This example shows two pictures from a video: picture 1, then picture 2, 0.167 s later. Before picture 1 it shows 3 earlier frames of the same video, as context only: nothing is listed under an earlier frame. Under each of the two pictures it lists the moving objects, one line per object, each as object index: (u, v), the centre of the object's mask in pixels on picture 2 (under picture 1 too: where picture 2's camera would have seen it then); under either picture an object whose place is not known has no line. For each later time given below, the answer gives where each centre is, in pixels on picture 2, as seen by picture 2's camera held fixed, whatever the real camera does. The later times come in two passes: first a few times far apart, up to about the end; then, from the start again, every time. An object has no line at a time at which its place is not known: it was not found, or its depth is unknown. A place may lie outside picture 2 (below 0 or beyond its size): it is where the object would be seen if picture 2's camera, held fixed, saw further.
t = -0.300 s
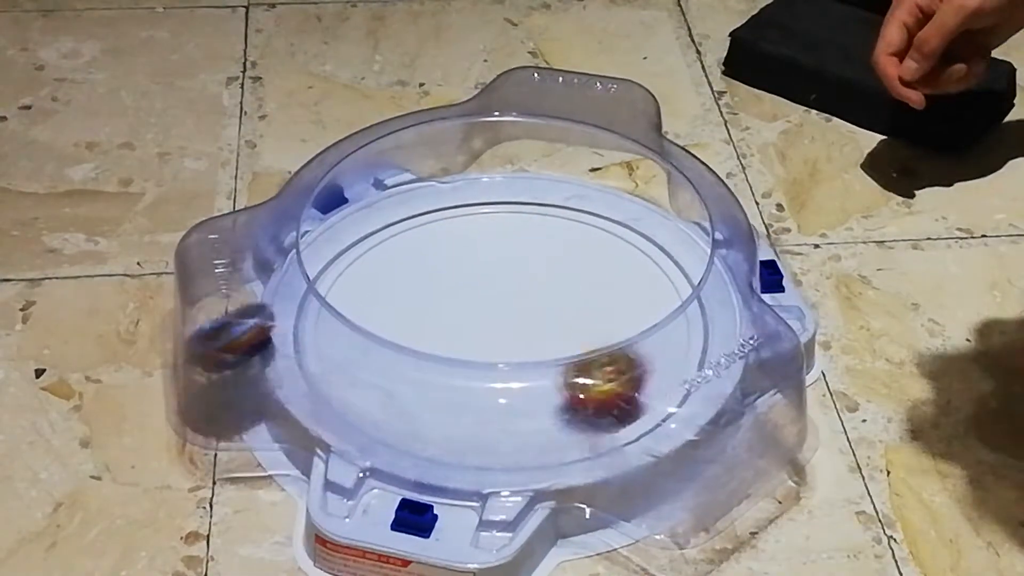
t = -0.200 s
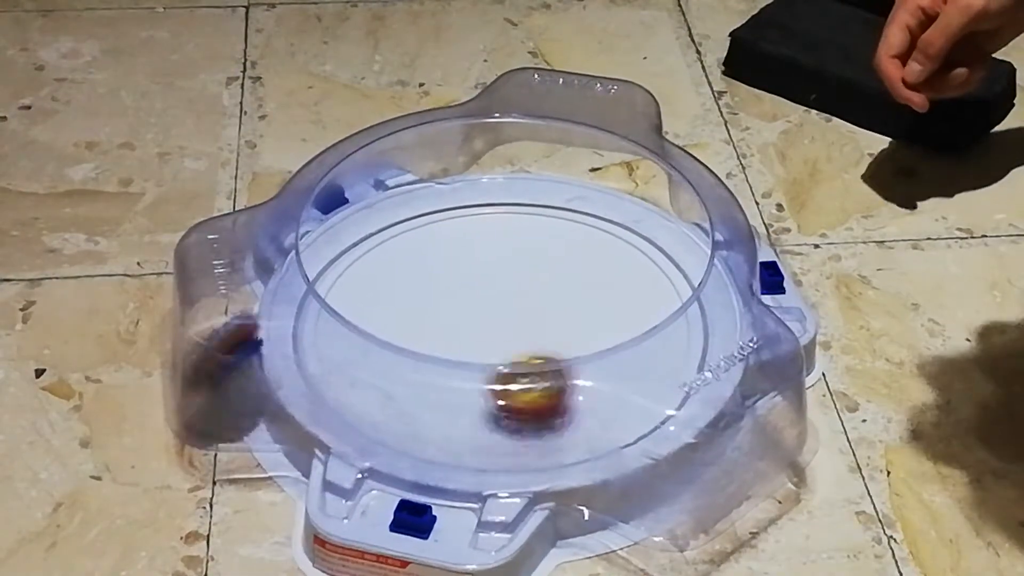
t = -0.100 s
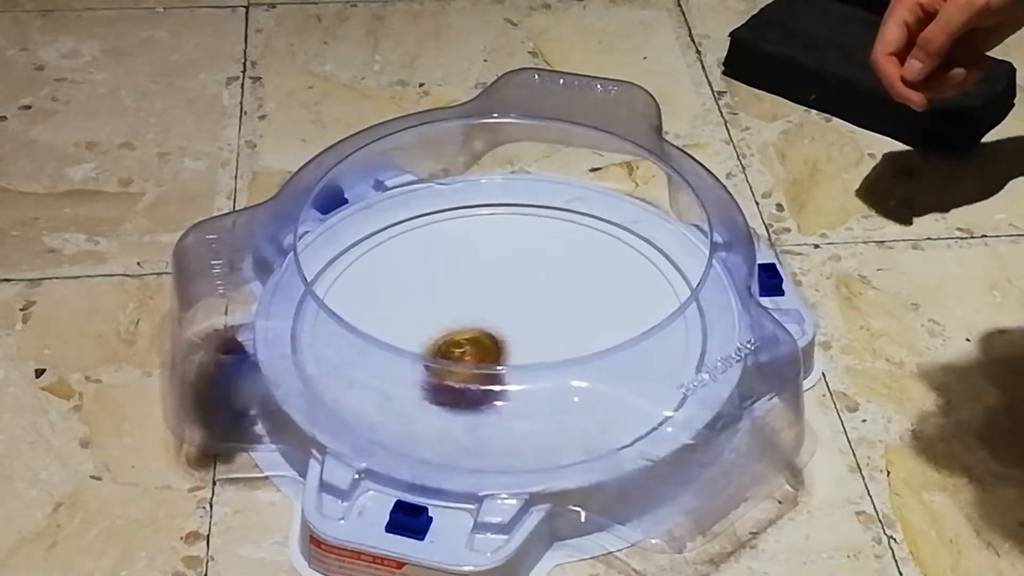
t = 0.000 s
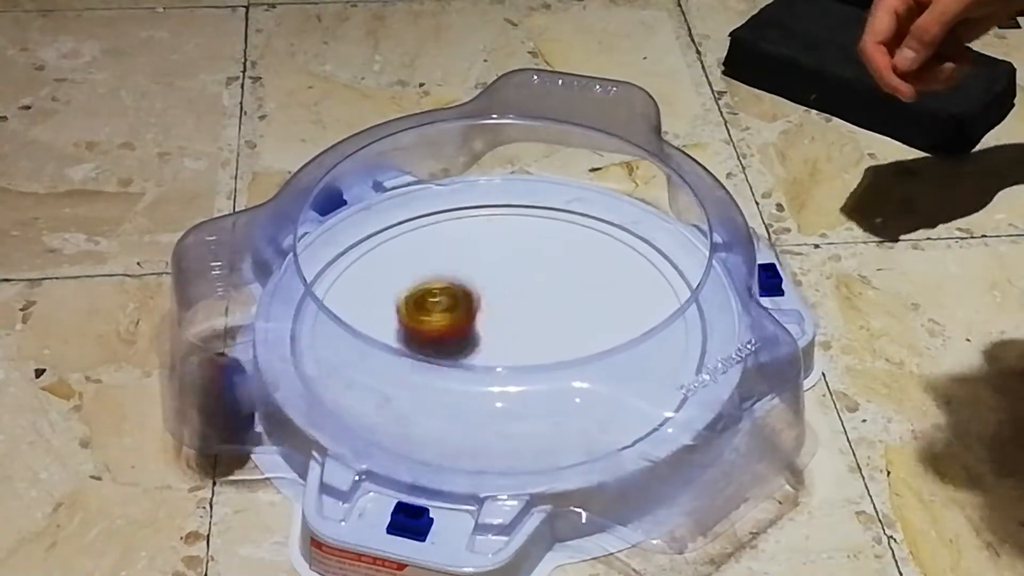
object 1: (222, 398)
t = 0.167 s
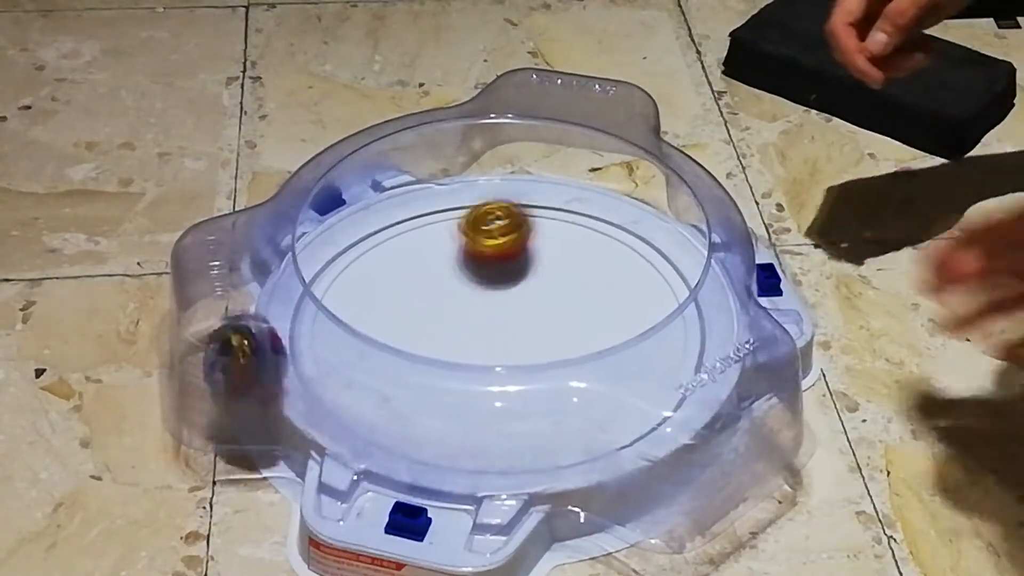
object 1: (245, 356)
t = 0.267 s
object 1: (231, 393)
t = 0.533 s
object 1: (219, 389)
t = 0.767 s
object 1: (217, 383)
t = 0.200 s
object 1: (242, 367)
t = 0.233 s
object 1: (235, 380)
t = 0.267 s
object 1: (231, 393)
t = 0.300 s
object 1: (218, 408)
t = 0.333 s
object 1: (213, 407)
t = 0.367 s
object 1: (211, 405)
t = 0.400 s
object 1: (212, 403)
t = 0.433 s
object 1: (215, 401)
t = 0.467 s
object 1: (217, 395)
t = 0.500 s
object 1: (219, 392)
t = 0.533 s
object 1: (219, 389)
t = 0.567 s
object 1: (219, 386)
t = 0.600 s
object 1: (219, 383)
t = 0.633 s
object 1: (218, 383)
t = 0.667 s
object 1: (218, 383)
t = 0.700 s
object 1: (218, 382)
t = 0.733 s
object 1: (217, 382)
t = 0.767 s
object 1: (217, 383)
